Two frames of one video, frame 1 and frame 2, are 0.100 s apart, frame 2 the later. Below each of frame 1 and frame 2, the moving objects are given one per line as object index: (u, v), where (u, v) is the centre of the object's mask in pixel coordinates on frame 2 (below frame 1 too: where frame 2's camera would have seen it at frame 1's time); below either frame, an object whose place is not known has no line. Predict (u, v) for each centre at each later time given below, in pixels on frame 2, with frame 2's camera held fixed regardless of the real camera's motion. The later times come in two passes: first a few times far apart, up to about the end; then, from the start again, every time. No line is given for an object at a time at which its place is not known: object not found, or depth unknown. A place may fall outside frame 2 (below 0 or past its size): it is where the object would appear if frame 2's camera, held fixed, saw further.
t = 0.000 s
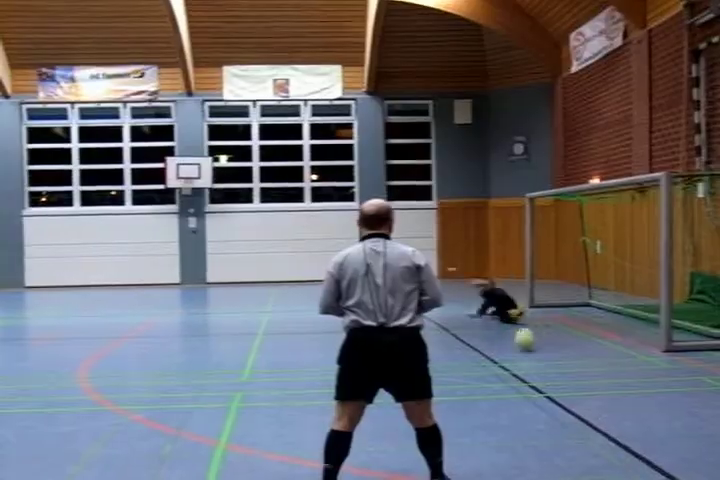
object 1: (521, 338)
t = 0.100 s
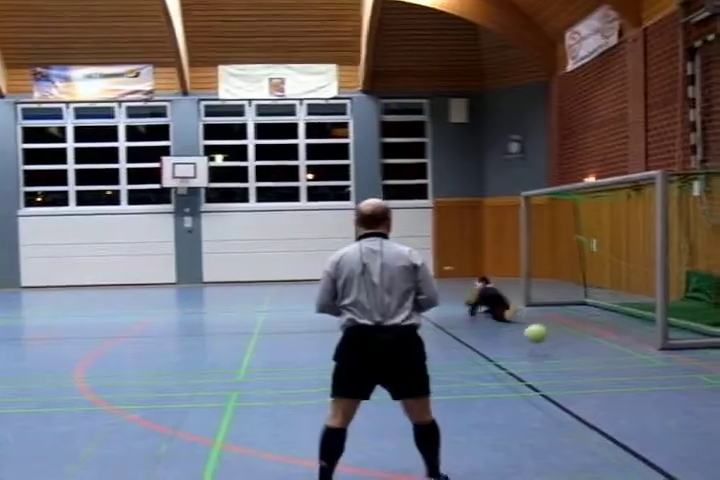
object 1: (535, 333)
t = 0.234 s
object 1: (558, 330)
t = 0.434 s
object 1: (604, 363)
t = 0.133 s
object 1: (540, 330)
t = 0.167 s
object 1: (545, 329)
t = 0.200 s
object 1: (550, 329)
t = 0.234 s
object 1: (558, 330)
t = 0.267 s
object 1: (566, 333)
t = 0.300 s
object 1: (571, 336)
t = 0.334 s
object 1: (578, 340)
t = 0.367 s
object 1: (587, 346)
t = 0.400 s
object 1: (596, 353)
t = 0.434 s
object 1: (604, 363)
